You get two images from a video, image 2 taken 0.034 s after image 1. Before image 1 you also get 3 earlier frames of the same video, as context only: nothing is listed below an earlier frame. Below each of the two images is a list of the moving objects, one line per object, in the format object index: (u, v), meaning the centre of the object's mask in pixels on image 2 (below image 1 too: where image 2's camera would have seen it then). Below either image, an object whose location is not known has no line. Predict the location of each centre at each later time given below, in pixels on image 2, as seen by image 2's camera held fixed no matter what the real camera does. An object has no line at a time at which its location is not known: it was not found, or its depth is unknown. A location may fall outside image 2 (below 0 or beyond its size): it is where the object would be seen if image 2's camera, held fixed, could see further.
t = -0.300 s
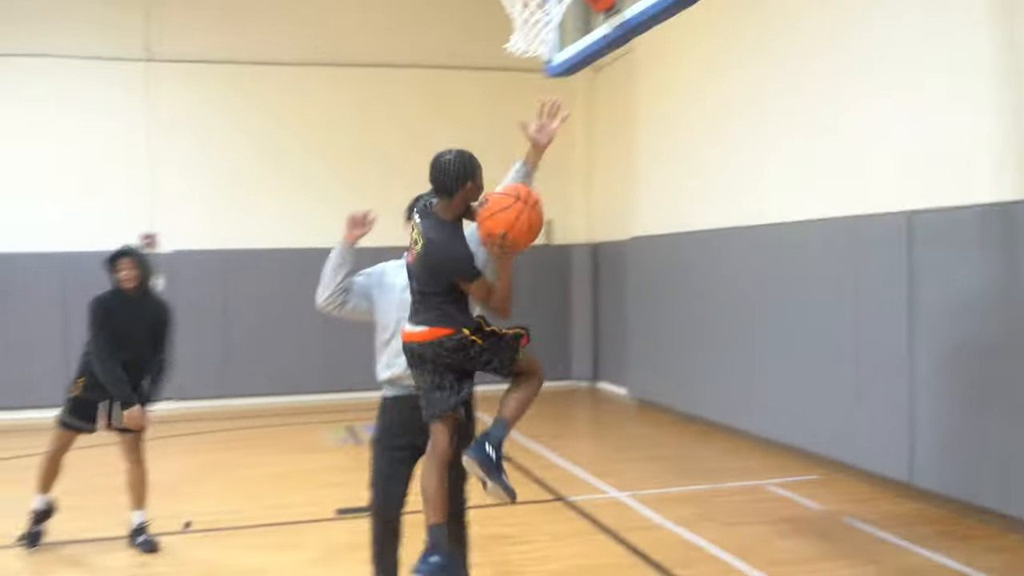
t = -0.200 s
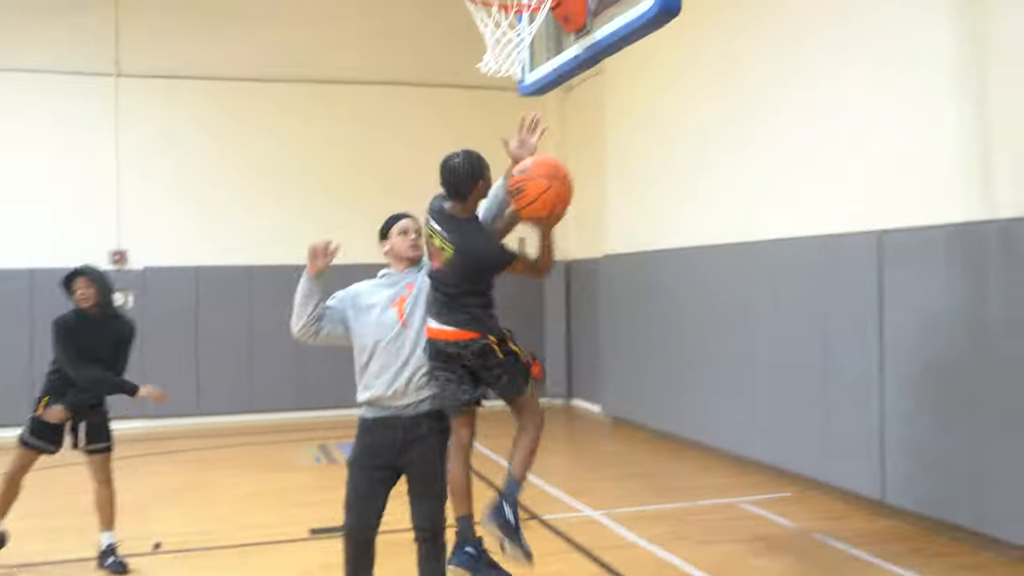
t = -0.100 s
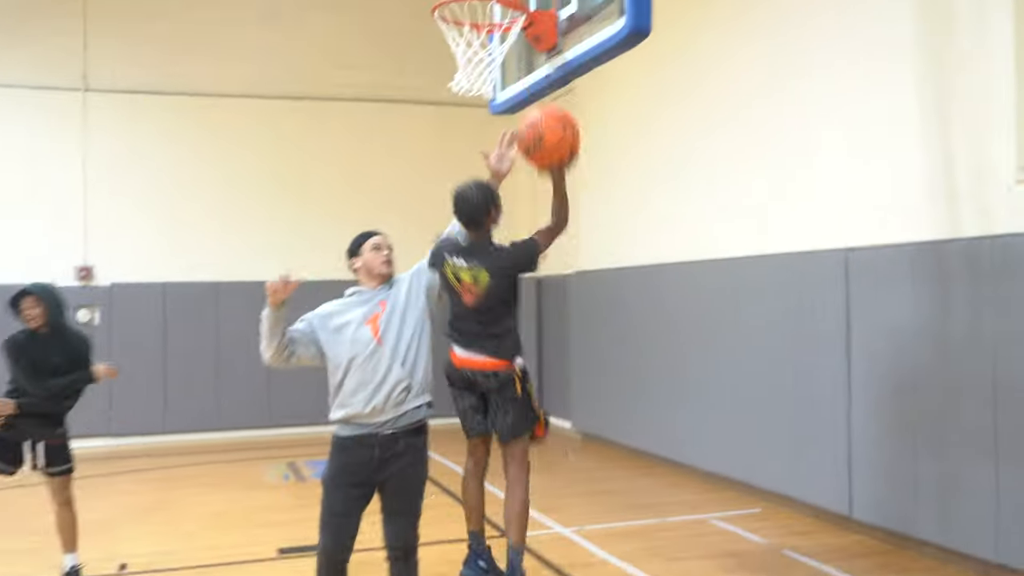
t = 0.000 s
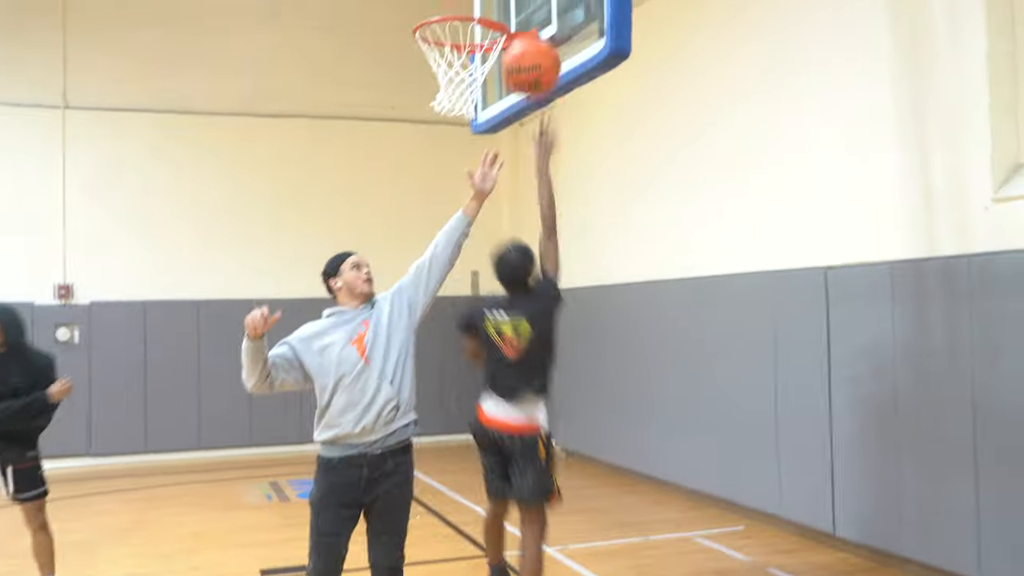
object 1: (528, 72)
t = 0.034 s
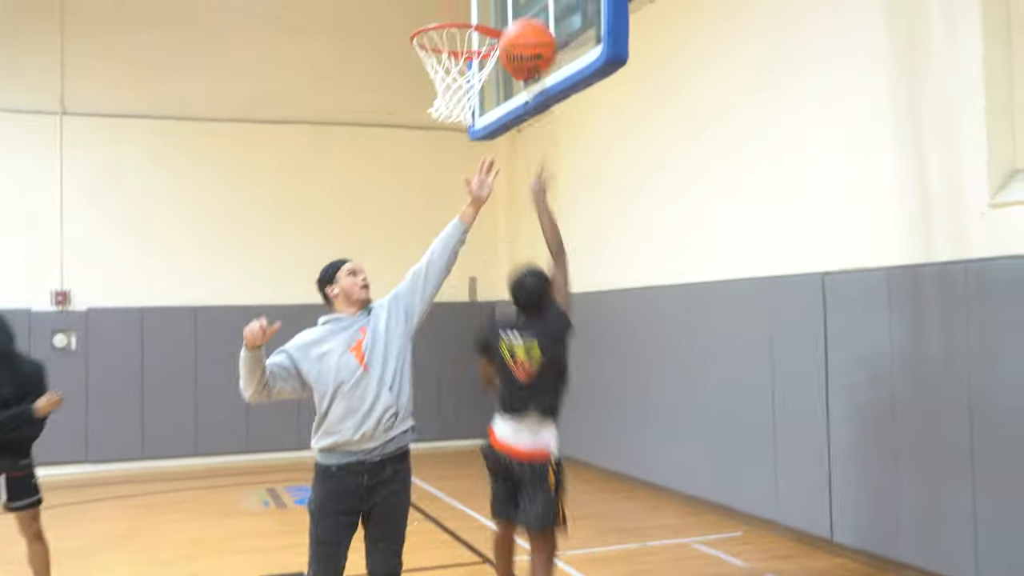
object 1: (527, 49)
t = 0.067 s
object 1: (526, 25)
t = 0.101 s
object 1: (526, 10)
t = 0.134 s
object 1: (525, -3)
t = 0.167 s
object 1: (524, -12)
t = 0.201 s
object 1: (523, -20)
